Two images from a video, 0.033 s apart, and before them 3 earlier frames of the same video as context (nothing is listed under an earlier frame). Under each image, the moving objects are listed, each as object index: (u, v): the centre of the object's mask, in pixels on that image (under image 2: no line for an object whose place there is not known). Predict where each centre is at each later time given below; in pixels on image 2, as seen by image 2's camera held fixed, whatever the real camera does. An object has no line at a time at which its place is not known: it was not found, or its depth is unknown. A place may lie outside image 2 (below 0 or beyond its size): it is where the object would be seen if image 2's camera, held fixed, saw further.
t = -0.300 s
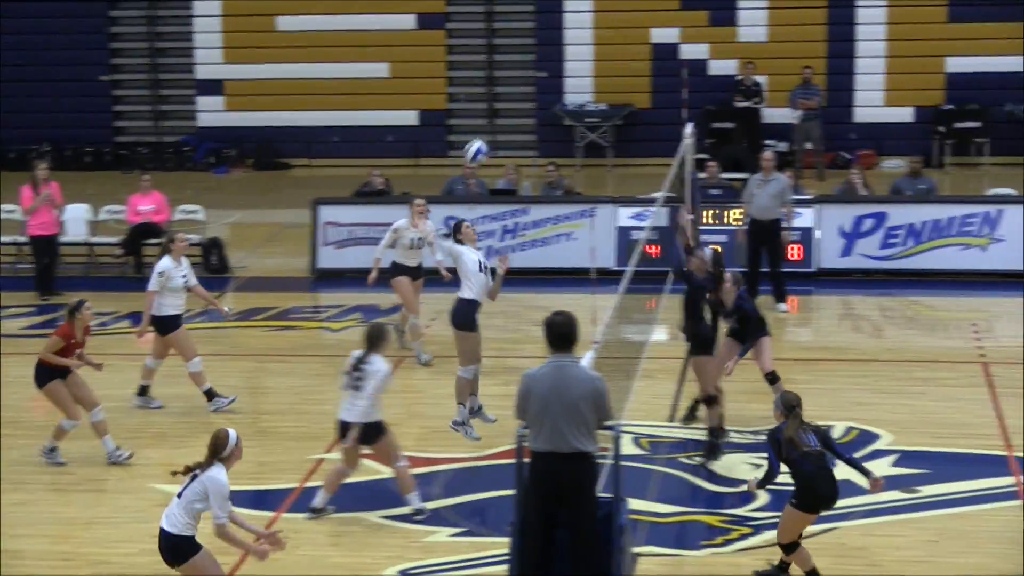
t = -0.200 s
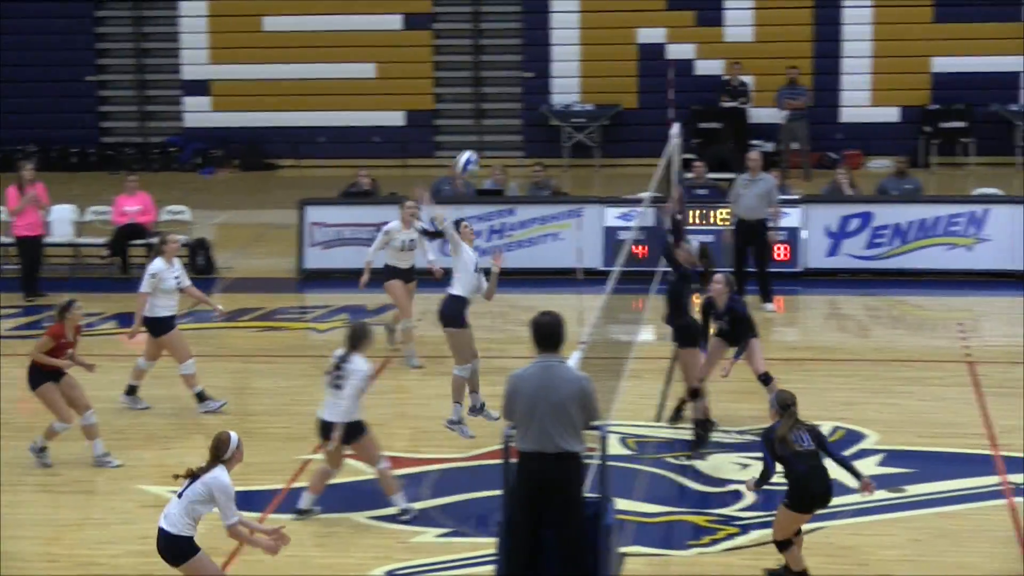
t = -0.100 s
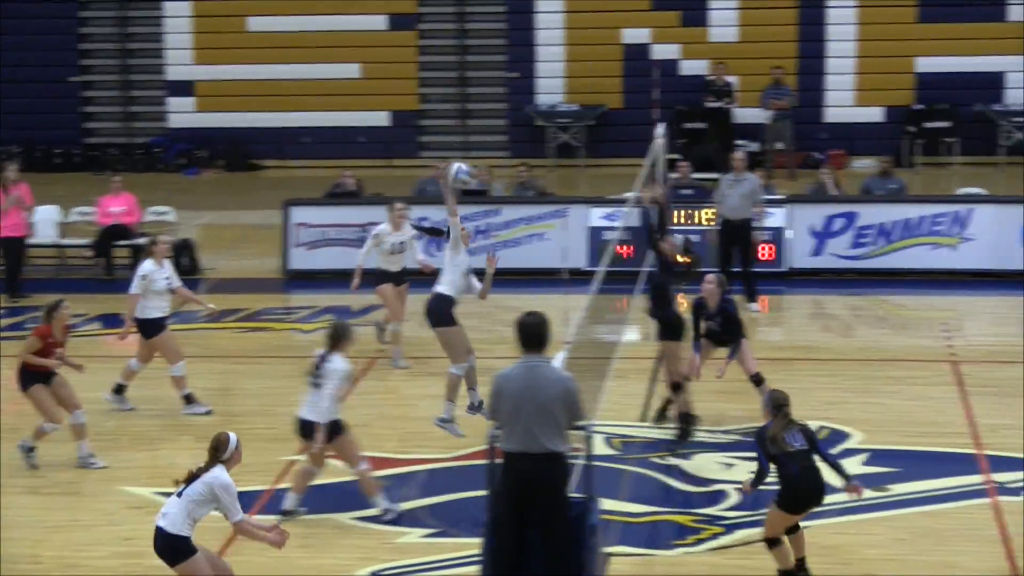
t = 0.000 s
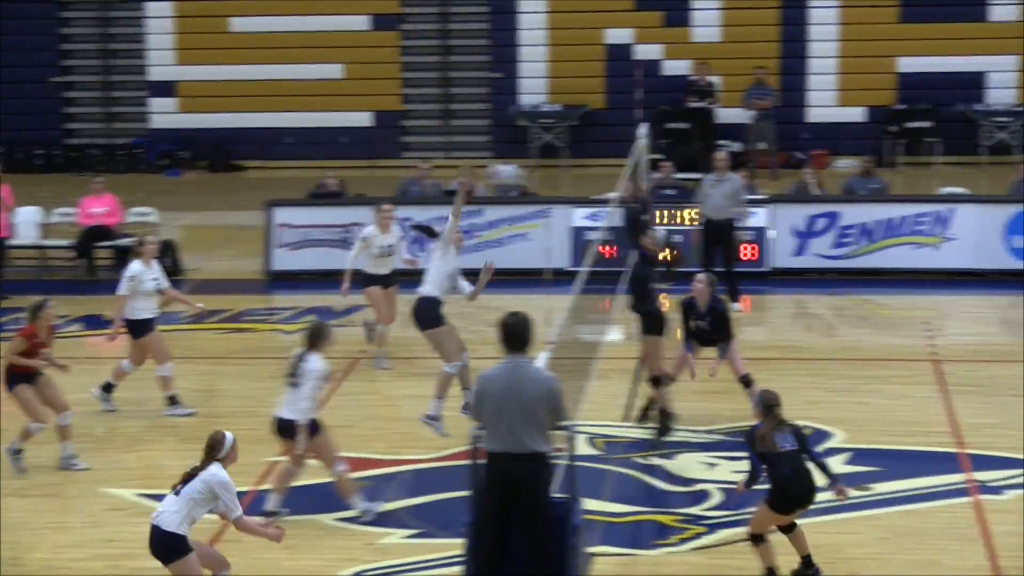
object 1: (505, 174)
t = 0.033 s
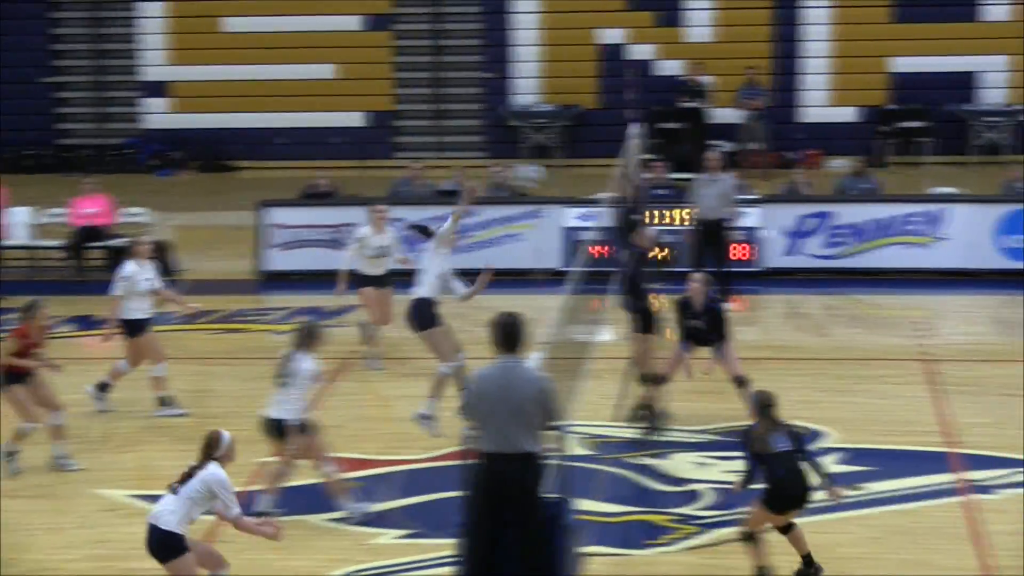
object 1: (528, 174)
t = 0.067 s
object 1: (542, 174)
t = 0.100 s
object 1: (565, 177)
